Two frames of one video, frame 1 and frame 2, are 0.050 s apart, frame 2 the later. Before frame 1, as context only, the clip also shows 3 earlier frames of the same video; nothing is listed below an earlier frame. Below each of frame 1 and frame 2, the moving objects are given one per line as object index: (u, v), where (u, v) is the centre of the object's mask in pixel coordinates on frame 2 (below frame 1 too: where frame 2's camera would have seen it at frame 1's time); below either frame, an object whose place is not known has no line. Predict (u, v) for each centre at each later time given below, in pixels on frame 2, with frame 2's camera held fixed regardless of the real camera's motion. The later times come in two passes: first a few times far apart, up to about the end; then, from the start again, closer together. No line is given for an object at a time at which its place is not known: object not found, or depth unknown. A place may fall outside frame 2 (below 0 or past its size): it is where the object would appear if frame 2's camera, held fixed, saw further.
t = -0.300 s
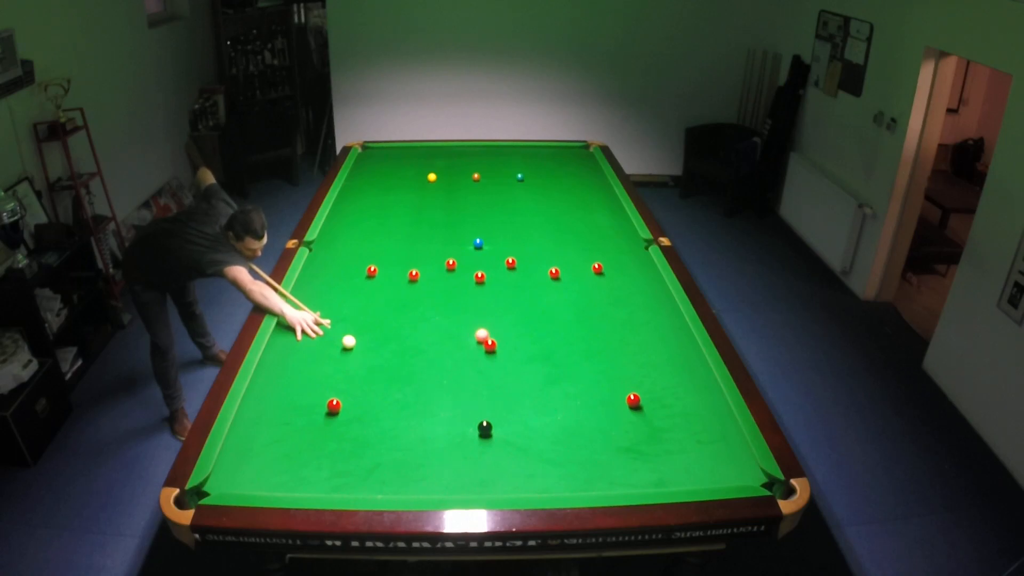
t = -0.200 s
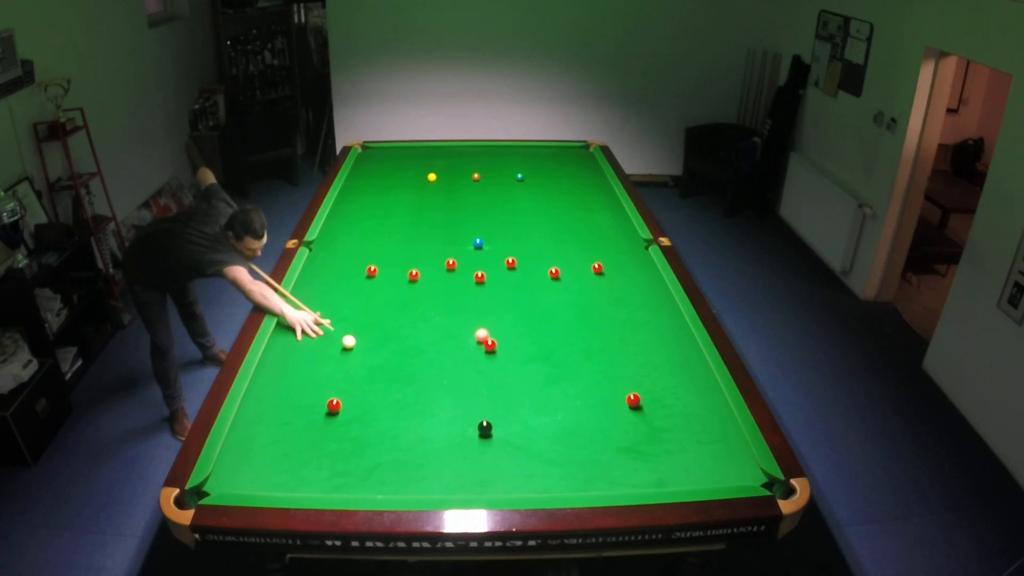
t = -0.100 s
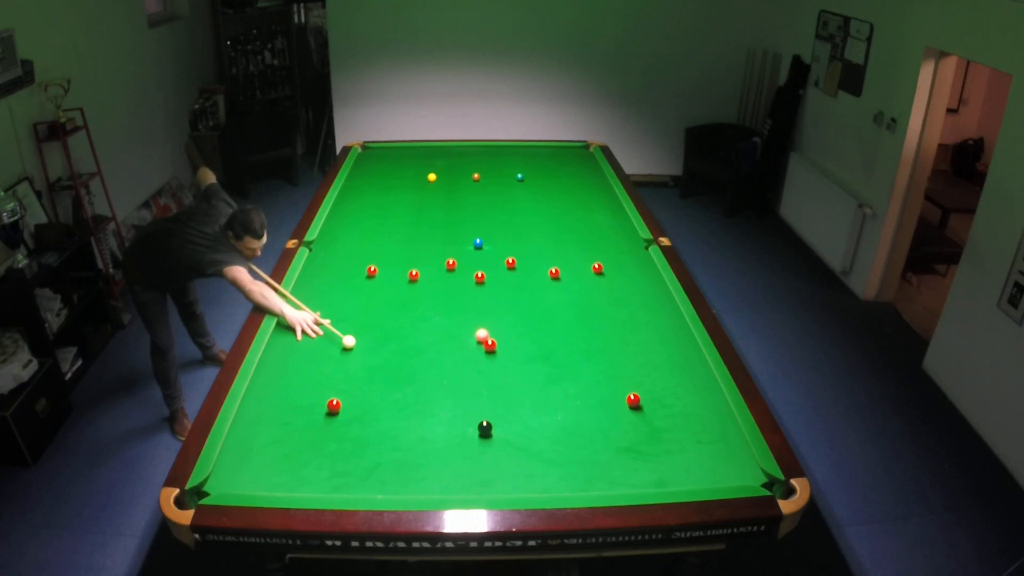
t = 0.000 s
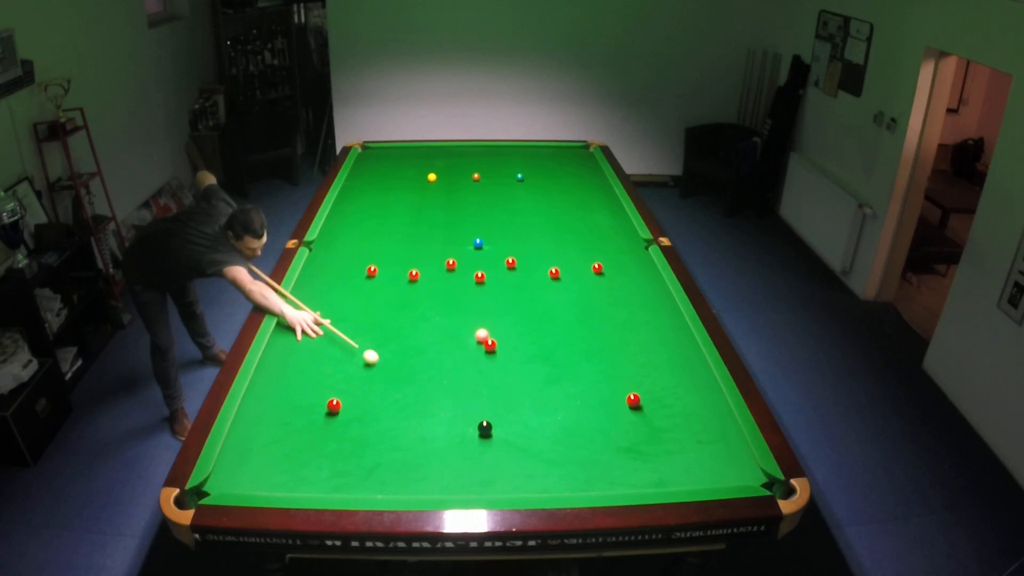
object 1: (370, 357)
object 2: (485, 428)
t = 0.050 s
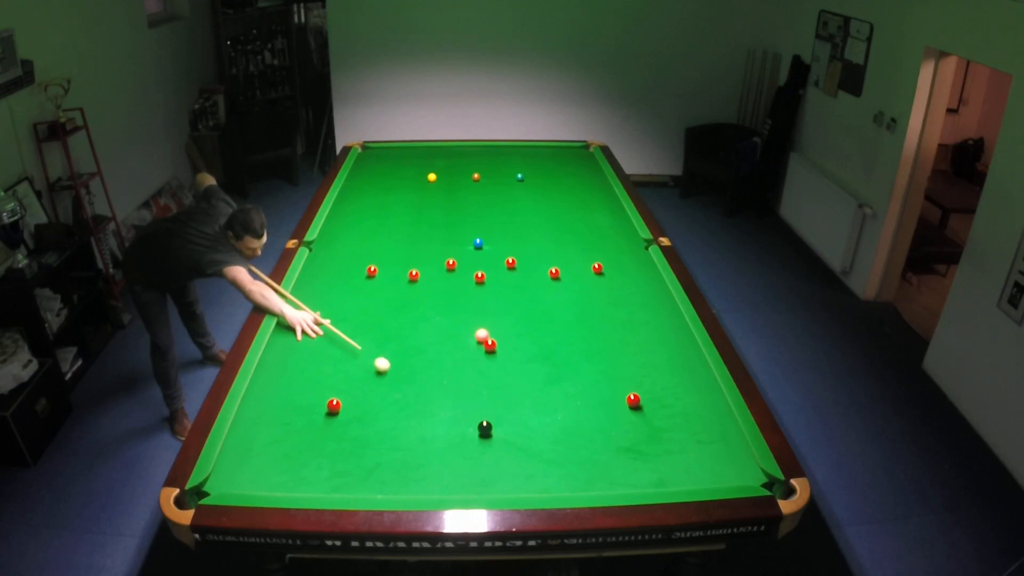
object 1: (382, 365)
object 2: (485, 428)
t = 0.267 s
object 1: (430, 398)
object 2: (485, 428)
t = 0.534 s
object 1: (469, 437)
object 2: (513, 435)
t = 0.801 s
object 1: (479, 471)
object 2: (568, 446)
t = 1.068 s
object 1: (487, 480)
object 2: (623, 457)
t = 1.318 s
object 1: (492, 460)
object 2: (673, 466)
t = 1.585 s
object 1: (497, 442)
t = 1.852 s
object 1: (500, 426)
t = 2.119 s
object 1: (503, 412)
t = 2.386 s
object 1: (506, 400)
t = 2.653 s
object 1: (509, 390)
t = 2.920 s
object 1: (511, 381)
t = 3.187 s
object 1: (513, 374)
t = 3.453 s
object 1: (515, 368)
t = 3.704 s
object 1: (516, 363)
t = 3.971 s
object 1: (518, 360)
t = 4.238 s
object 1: (519, 357)
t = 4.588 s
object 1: (516, 355)
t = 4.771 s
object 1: (519, 355)
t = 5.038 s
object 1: (519, 355)
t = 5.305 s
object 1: (519, 355)
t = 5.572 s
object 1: (519, 355)
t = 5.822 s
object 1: (519, 355)
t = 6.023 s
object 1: (519, 355)
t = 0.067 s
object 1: (385, 367)
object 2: (485, 428)
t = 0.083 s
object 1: (389, 370)
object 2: (485, 428)
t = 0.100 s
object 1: (393, 372)
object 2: (485, 428)
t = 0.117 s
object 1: (396, 375)
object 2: (485, 428)
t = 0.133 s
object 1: (400, 377)
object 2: (485, 429)
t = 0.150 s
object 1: (404, 380)
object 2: (485, 428)
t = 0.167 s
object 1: (407, 382)
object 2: (485, 429)
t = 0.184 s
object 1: (411, 385)
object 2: (485, 428)
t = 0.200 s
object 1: (415, 387)
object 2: (485, 428)
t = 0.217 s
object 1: (419, 390)
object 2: (485, 428)
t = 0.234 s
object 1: (423, 393)
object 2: (485, 428)
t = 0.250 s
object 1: (427, 395)
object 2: (485, 428)
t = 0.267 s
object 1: (430, 398)
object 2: (485, 428)
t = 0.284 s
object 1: (434, 401)
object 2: (485, 428)
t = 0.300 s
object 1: (438, 403)
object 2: (485, 428)
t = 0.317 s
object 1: (442, 406)
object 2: (485, 428)
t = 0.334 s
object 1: (447, 409)
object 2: (485, 428)
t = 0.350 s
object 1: (451, 412)
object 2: (485, 428)
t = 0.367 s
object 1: (455, 415)
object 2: (485, 428)
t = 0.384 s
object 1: (459, 417)
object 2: (485, 428)
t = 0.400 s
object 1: (463, 420)
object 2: (485, 428)
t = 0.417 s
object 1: (468, 423)
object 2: (485, 428)
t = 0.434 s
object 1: (470, 425)
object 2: (487, 429)
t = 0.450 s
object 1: (469, 427)
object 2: (492, 430)
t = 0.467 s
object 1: (469, 429)
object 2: (497, 431)
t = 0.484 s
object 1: (469, 431)
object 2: (501, 432)
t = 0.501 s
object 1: (469, 433)
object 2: (505, 433)
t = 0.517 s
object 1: (469, 435)
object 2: (509, 434)
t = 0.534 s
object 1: (469, 437)
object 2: (513, 435)
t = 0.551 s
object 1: (470, 439)
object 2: (517, 436)
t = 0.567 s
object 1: (470, 441)
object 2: (520, 436)
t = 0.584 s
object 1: (471, 443)
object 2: (523, 437)
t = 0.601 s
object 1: (471, 445)
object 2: (527, 438)
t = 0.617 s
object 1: (472, 447)
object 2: (530, 439)
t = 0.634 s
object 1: (473, 449)
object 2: (534, 439)
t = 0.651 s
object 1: (473, 451)
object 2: (537, 440)
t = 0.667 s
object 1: (474, 453)
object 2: (541, 441)
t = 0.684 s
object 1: (475, 456)
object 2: (544, 441)
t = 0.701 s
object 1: (475, 458)
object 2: (548, 442)
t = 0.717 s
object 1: (476, 460)
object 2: (551, 443)
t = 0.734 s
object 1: (477, 462)
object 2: (555, 443)
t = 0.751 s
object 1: (477, 464)
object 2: (558, 444)
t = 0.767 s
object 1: (478, 466)
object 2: (561, 444)
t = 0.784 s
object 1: (478, 469)
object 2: (565, 445)
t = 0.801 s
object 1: (479, 471)
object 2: (568, 446)
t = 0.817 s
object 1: (479, 473)
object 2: (572, 447)
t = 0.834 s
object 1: (480, 475)
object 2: (575, 448)
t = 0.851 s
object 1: (481, 477)
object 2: (579, 448)
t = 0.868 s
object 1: (481, 480)
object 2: (582, 449)
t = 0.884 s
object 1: (482, 482)
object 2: (586, 449)
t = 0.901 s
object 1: (482, 484)
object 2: (589, 450)
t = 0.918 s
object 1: (483, 486)
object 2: (593, 451)
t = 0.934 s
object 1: (484, 487)
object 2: (596, 452)
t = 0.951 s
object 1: (484, 489)
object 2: (600, 452)
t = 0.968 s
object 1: (485, 488)
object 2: (603, 453)
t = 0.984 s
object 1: (485, 487)
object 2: (606, 453)
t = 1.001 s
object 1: (486, 486)
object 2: (610, 454)
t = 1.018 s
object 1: (486, 485)
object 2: (613, 455)
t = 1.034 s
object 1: (486, 483)
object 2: (617, 456)
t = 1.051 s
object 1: (487, 482)
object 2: (620, 456)
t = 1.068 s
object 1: (487, 480)
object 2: (623, 457)
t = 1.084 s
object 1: (487, 479)
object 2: (627, 457)
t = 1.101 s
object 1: (488, 477)
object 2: (630, 458)
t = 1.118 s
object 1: (488, 476)
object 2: (633, 459)
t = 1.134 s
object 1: (488, 475)
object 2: (637, 459)
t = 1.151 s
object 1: (489, 473)
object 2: (640, 460)
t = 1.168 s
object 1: (489, 472)
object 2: (643, 460)
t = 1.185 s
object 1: (489, 471)
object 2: (647, 461)
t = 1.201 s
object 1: (490, 469)
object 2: (650, 461)
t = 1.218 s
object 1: (490, 468)
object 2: (653, 463)
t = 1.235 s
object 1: (490, 467)
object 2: (657, 463)
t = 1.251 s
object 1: (491, 465)
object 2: (660, 464)
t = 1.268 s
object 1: (491, 464)
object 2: (663, 464)
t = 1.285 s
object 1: (491, 463)
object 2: (667, 465)
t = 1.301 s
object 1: (492, 462)
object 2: (670, 465)
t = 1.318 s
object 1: (492, 460)
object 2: (673, 466)
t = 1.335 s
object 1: (492, 459)
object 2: (677, 467)
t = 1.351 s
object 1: (493, 458)
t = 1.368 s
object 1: (493, 457)
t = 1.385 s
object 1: (493, 455)
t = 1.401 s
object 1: (494, 454)
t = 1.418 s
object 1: (494, 453)
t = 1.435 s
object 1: (494, 452)
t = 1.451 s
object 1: (494, 451)
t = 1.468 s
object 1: (495, 450)
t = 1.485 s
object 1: (495, 448)
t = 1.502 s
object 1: (495, 447)
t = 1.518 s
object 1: (495, 446)
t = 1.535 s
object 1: (496, 445)
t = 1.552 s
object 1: (496, 444)
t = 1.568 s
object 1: (496, 443)
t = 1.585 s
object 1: (497, 442)
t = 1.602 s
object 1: (497, 441)
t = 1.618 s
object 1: (497, 439)
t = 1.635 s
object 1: (497, 438)
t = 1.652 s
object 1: (497, 437)
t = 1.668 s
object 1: (498, 436)
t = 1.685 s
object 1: (498, 435)
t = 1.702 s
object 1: (498, 434)
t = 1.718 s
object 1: (498, 433)
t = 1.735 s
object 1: (499, 432)
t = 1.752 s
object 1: (499, 431)
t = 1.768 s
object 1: (499, 430)
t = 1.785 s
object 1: (499, 430)
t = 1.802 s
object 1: (500, 429)
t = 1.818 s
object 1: (500, 428)
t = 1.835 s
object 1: (500, 427)
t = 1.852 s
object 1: (500, 426)
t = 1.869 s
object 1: (500, 425)
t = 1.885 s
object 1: (501, 424)
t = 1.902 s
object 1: (501, 423)
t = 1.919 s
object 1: (501, 422)
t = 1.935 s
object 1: (501, 421)
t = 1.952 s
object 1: (501, 420)
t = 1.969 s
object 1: (501, 419)
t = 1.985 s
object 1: (502, 419)
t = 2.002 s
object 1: (502, 418)
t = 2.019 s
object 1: (502, 417)
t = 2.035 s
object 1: (502, 416)
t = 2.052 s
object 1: (502, 415)
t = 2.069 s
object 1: (503, 414)
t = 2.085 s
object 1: (503, 413)
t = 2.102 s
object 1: (503, 413)
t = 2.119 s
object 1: (503, 412)
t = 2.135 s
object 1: (503, 411)
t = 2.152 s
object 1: (504, 410)
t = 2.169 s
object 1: (504, 410)
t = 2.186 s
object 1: (504, 409)
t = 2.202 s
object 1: (504, 408)
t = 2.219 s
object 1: (504, 407)
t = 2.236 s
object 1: (505, 406)
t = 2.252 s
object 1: (505, 406)
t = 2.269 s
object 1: (505, 405)
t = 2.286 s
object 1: (505, 404)
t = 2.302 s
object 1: (505, 403)
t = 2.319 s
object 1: (505, 403)
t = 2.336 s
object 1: (506, 402)
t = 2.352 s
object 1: (506, 401)
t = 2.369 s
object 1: (506, 401)
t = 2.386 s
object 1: (506, 400)
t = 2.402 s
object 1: (506, 399)
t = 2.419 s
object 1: (506, 399)
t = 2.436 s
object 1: (507, 398)
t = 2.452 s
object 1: (507, 397)
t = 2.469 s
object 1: (507, 397)
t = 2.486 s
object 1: (507, 396)
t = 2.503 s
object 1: (507, 395)
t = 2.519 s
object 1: (507, 395)
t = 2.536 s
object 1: (508, 394)
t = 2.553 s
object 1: (508, 393)
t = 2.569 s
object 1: (508, 393)
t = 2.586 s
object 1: (508, 392)
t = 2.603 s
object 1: (508, 391)
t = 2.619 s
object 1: (509, 391)
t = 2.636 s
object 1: (509, 390)
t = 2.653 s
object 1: (509, 390)
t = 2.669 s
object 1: (509, 389)
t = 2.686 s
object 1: (509, 389)
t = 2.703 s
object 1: (509, 388)
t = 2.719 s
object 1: (509, 387)
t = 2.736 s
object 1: (510, 387)
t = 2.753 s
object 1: (510, 386)
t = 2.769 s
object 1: (510, 386)
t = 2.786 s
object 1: (510, 385)
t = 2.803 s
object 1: (510, 385)
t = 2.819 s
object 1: (510, 384)
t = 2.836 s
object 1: (510, 384)
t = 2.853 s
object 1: (511, 383)
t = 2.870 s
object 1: (511, 383)
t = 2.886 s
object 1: (511, 382)
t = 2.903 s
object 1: (511, 382)
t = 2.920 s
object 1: (511, 381)
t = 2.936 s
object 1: (511, 381)
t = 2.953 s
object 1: (512, 380)
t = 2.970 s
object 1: (512, 380)
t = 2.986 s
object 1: (512, 379)
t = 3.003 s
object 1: (512, 379)
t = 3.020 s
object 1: (512, 378)
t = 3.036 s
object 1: (512, 378)
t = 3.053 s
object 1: (512, 377)
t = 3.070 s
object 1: (512, 377)
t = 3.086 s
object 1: (513, 376)
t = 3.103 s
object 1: (513, 376)
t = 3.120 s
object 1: (513, 376)
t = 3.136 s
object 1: (513, 375)
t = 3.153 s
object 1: (513, 375)
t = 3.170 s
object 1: (513, 374)
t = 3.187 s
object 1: (513, 374)
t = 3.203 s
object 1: (513, 373)
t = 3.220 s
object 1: (513, 373)
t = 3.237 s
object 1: (514, 373)
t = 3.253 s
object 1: (514, 372)
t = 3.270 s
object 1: (514, 372)
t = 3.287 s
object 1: (514, 371)
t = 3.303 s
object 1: (514, 371)
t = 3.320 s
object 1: (514, 371)
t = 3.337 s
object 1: (514, 370)
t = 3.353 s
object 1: (514, 370)
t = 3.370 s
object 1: (515, 369)
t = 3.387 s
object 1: (515, 369)
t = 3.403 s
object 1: (515, 369)
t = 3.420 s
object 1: (515, 368)
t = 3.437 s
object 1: (515, 368)
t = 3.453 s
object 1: (515, 368)
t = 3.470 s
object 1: (515, 367)
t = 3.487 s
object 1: (515, 367)
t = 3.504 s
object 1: (515, 367)
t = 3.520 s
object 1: (515, 367)
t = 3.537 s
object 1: (515, 366)
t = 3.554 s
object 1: (516, 366)
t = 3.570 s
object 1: (516, 366)
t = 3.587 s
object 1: (516, 365)
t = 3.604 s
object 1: (516, 365)
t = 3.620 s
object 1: (516, 365)
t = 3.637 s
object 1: (516, 365)
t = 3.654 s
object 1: (516, 364)
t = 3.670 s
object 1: (516, 364)
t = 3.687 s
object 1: (516, 364)
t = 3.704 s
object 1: (516, 363)
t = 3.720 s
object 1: (517, 363)
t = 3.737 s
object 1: (517, 363)
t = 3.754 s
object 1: (517, 363)
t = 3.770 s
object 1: (517, 362)
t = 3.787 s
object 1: (517, 362)
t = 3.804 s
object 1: (517, 362)
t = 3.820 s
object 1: (517, 362)
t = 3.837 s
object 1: (517, 361)
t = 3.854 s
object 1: (517, 361)
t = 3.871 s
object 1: (517, 361)
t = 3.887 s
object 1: (517, 361)
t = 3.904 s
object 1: (517, 360)
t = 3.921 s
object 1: (517, 360)
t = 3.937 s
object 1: (518, 360)
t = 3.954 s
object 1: (518, 360)
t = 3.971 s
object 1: (518, 360)
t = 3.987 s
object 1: (518, 360)
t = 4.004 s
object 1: (518, 359)
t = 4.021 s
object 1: (518, 359)
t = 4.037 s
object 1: (518, 359)
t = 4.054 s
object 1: (518, 359)
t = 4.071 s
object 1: (518, 359)
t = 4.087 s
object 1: (518, 358)
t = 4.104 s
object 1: (518, 358)
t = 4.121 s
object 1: (518, 358)
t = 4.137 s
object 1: (518, 358)
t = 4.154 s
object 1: (518, 358)
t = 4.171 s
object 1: (518, 358)
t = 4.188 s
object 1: (518, 358)
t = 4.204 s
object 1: (518, 357)
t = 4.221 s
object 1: (519, 357)
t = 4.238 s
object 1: (519, 357)
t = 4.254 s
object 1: (519, 357)
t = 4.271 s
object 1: (519, 357)
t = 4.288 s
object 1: (519, 357)
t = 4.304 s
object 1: (519, 357)
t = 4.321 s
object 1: (519, 357)
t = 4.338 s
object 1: (519, 356)
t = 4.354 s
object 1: (519, 356)
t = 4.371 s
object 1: (519, 356)
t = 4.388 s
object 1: (523, 355)
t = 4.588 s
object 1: (516, 355)
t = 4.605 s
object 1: (519, 355)
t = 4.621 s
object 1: (519, 355)
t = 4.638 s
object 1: (519, 355)
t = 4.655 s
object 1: (519, 355)
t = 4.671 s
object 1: (519, 355)
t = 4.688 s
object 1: (519, 355)
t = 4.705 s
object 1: (519, 355)
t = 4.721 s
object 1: (519, 355)
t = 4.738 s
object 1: (519, 355)
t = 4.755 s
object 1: (519, 355)
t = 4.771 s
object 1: (519, 355)
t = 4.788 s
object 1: (519, 355)
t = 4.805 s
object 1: (519, 355)
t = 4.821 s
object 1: (519, 355)
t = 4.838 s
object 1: (519, 355)
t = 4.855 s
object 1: (519, 355)
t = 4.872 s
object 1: (519, 355)
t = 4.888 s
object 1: (519, 355)
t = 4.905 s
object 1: (519, 355)
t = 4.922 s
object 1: (519, 355)
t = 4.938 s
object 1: (519, 355)
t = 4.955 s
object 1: (519, 355)
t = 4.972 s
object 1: (519, 355)
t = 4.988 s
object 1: (519, 355)
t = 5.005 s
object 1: (519, 355)
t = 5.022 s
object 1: (519, 355)
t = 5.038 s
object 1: (519, 355)
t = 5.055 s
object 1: (519, 355)
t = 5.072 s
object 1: (519, 355)
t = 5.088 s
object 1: (519, 355)
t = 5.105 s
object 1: (519, 355)
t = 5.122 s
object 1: (519, 355)
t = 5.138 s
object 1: (519, 355)
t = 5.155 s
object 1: (519, 355)
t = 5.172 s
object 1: (519, 355)
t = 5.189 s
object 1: (519, 355)
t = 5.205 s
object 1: (519, 355)
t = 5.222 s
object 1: (519, 355)
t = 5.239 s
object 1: (519, 355)
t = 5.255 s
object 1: (519, 355)
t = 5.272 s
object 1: (519, 355)
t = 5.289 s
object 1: (519, 355)
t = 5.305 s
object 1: (519, 355)
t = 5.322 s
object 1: (519, 355)
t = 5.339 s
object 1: (519, 355)
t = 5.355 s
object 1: (519, 355)
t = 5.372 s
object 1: (519, 355)
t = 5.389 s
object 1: (519, 355)
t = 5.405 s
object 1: (519, 355)
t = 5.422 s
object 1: (519, 355)
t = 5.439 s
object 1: (519, 355)
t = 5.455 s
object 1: (519, 355)
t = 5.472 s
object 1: (519, 355)
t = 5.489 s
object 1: (519, 355)
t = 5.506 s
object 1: (519, 355)
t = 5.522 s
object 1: (519, 355)
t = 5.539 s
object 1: (519, 355)
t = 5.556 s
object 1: (519, 355)
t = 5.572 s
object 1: (519, 355)
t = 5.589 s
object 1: (519, 355)
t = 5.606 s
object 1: (519, 355)
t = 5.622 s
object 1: (519, 355)
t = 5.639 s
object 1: (519, 355)
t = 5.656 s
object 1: (519, 355)
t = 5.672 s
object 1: (519, 355)
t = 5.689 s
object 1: (519, 355)
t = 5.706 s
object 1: (519, 355)
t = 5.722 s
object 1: (519, 355)
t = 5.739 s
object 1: (519, 355)
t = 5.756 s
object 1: (519, 355)
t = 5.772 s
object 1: (519, 355)
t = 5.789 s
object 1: (519, 355)
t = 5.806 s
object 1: (519, 355)
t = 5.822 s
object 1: (519, 355)
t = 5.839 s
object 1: (519, 355)
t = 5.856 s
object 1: (519, 355)
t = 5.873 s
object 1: (519, 355)
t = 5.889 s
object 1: (519, 355)
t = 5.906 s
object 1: (519, 355)
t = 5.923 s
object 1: (519, 355)
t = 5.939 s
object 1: (519, 355)
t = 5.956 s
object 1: (519, 355)
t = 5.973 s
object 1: (519, 355)
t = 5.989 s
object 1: (519, 355)
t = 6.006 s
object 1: (519, 355)
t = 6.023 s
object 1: (519, 355)
